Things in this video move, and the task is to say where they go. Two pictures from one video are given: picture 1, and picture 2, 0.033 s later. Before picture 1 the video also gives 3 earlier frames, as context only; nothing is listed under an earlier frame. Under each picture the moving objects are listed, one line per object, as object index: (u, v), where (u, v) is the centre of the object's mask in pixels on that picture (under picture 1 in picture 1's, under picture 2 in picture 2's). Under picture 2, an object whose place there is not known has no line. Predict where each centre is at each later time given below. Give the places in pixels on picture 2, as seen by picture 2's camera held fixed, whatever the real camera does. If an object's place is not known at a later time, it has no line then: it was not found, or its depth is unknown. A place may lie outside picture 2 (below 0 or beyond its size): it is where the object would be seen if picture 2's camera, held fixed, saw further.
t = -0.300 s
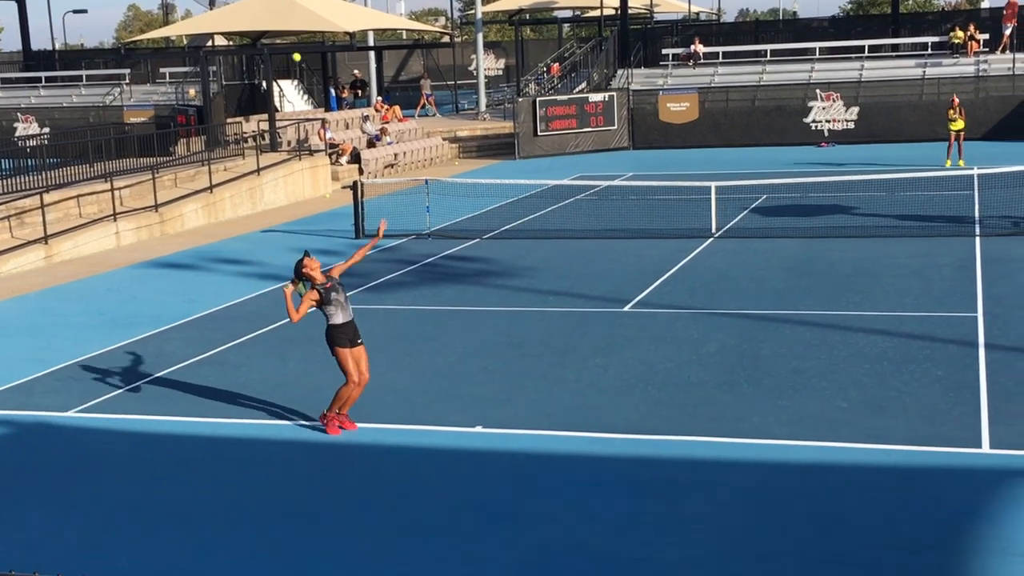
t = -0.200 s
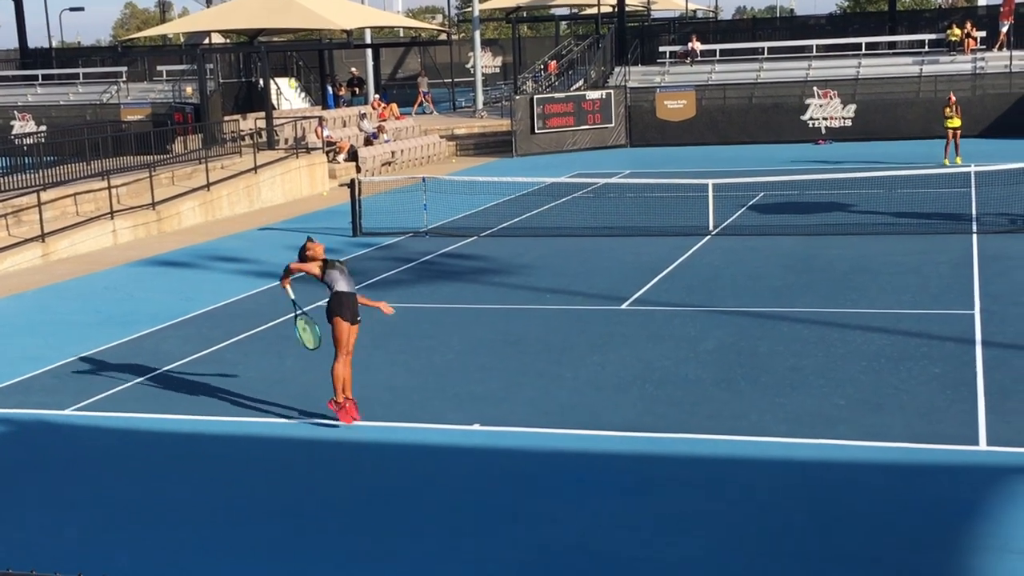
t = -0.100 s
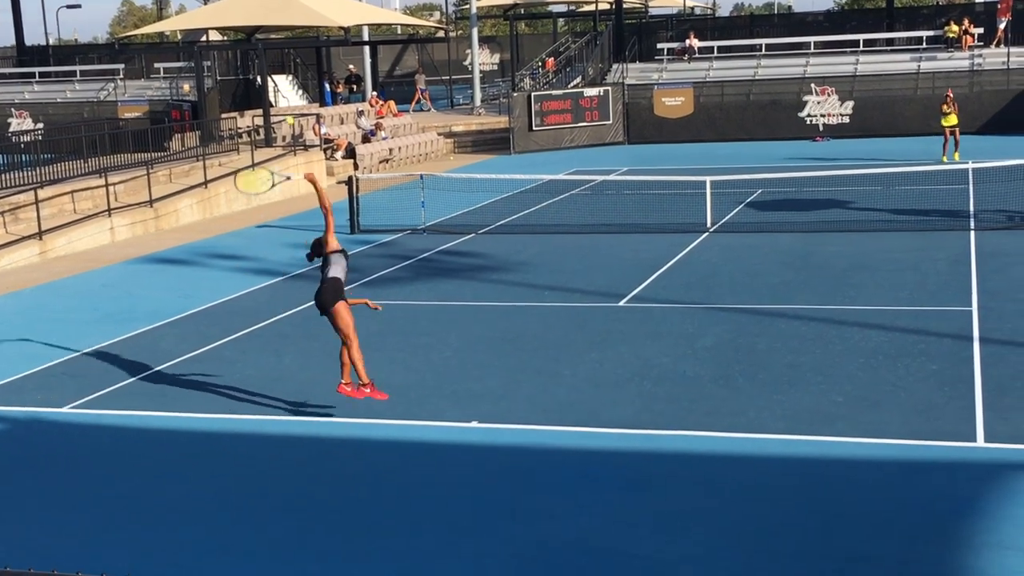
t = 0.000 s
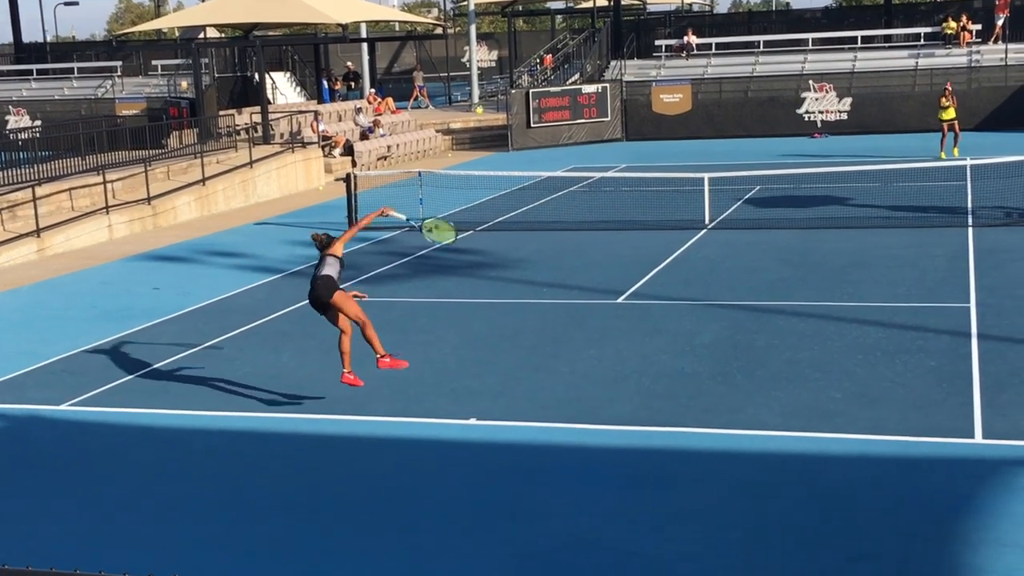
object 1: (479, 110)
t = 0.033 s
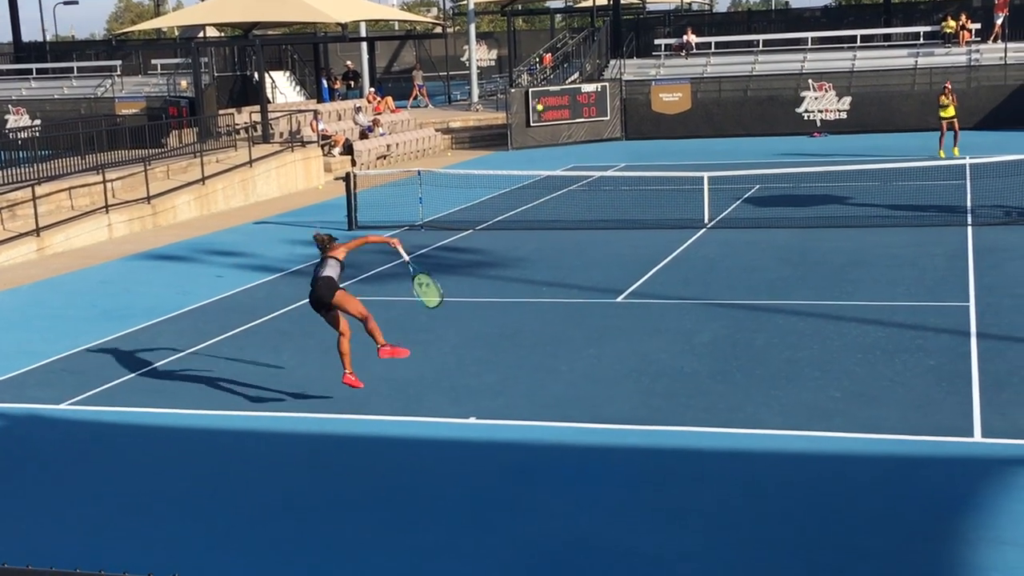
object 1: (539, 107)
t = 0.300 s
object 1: (824, 133)
